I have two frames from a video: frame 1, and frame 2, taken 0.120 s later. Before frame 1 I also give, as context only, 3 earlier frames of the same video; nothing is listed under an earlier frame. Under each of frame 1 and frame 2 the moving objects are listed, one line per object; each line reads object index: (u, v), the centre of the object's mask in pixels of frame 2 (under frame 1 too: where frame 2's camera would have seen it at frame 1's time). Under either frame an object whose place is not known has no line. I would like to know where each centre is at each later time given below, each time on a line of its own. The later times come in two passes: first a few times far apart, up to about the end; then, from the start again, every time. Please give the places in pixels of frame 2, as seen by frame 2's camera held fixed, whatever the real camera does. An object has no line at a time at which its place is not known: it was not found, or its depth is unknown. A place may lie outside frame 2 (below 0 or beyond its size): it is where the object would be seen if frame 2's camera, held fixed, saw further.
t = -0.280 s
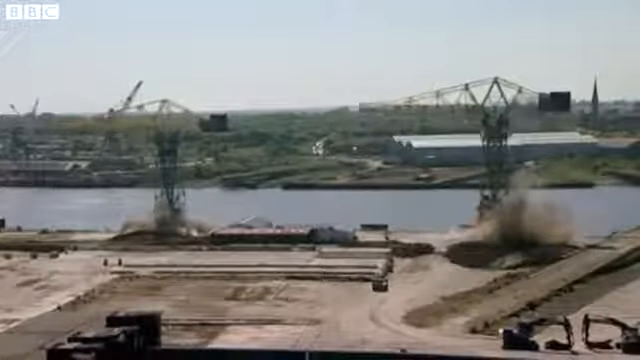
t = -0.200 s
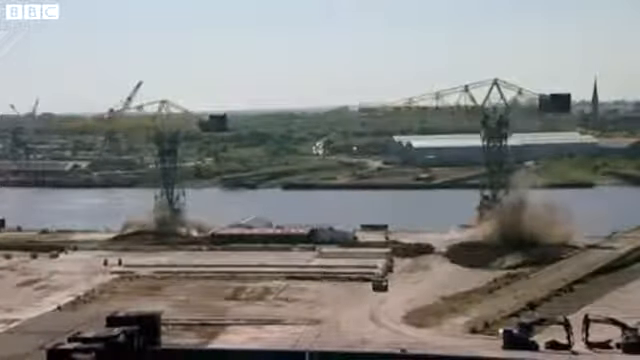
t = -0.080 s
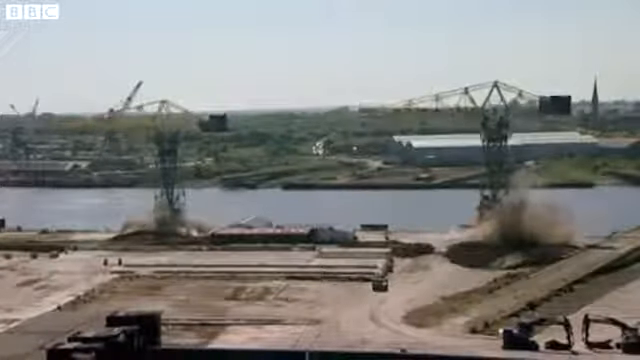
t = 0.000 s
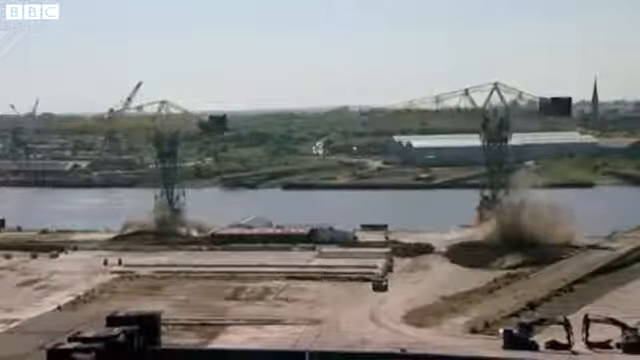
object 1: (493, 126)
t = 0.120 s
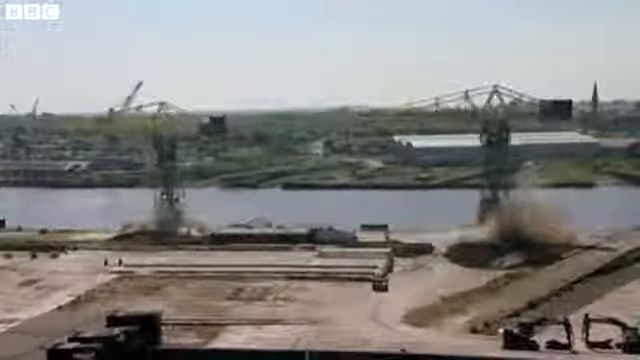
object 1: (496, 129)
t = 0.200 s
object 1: (497, 130)
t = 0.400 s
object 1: (503, 137)
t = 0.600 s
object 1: (505, 145)
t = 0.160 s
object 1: (497, 130)
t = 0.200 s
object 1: (497, 130)
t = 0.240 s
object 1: (500, 132)
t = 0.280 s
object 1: (501, 133)
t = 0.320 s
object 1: (504, 136)
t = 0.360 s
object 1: (504, 136)
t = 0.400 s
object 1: (503, 137)
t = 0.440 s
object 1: (504, 138)
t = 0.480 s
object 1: (503, 139)
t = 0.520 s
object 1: (504, 141)
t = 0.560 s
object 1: (504, 143)
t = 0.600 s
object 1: (505, 145)
